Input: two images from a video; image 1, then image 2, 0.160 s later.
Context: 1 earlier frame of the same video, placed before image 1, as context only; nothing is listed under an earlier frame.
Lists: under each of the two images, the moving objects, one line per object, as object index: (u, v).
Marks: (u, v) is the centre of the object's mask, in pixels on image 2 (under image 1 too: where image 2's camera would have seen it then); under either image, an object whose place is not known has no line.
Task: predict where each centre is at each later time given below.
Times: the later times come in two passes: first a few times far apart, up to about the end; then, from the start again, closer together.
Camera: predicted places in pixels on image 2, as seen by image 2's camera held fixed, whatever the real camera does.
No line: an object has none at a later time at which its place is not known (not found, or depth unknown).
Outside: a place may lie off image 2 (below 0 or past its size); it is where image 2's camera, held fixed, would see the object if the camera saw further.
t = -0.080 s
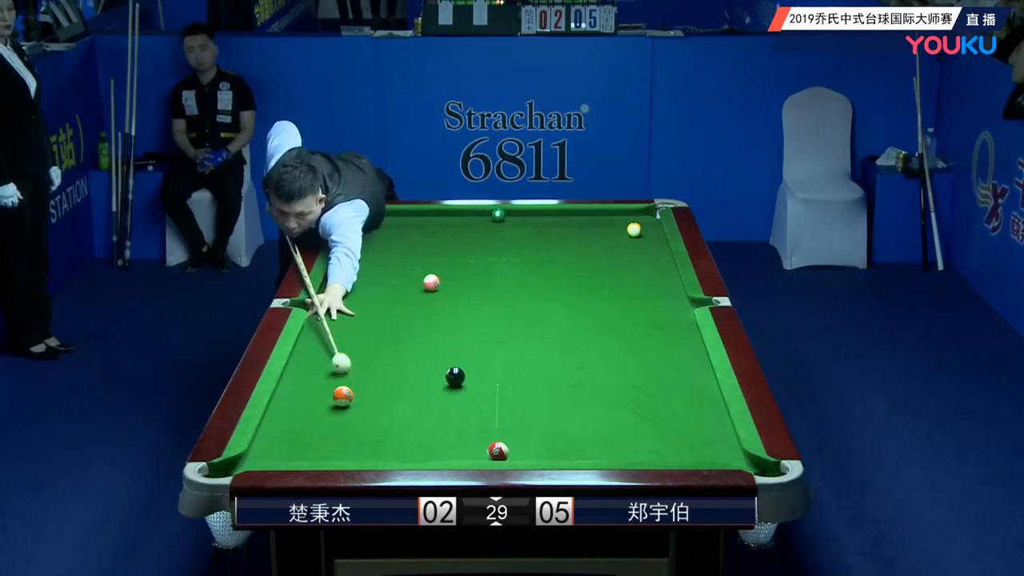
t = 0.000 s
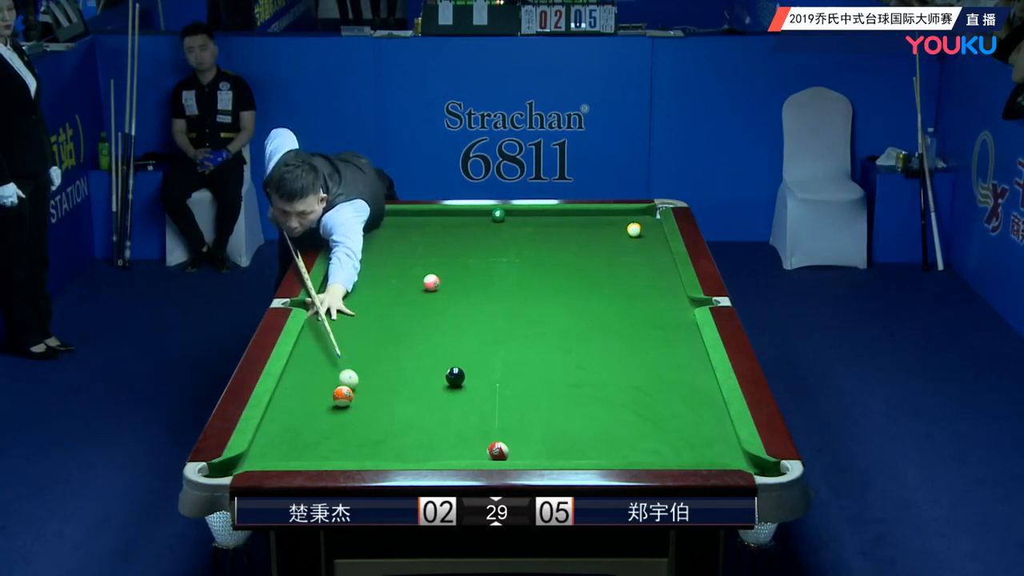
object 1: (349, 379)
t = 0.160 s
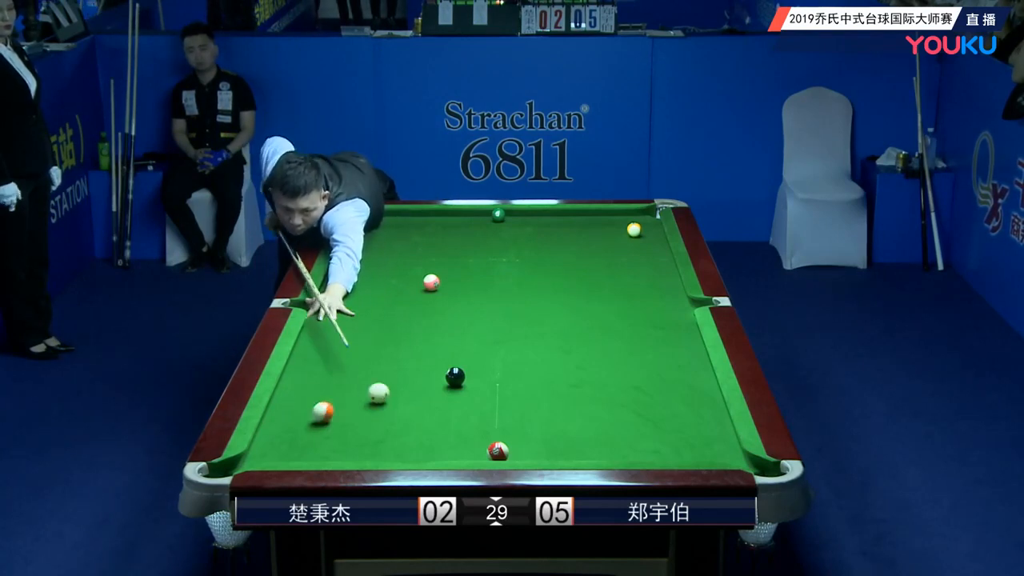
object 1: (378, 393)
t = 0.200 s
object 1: (386, 394)
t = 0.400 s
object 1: (420, 397)
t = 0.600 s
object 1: (453, 400)
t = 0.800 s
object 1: (485, 403)
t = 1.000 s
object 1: (516, 406)
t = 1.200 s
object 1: (547, 409)
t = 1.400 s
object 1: (576, 412)
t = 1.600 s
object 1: (603, 415)
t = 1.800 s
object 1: (630, 417)
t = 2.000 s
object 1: (655, 420)
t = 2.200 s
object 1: (678, 422)
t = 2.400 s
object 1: (700, 424)
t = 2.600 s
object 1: (721, 427)
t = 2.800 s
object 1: (713, 428)
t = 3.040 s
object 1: (702, 429)
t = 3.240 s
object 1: (694, 430)
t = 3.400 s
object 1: (689, 430)
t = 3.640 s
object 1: (684, 431)
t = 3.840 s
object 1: (681, 431)
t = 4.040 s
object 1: (680, 431)
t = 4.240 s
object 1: (680, 431)
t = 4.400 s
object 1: (680, 431)
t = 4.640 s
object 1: (680, 431)
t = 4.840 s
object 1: (680, 431)
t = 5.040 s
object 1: (680, 431)
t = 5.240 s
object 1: (680, 431)
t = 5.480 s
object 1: (680, 431)
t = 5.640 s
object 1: (680, 431)
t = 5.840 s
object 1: (680, 431)
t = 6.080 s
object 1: (681, 431)
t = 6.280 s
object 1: (681, 431)
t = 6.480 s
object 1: (681, 431)
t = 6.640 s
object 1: (681, 431)
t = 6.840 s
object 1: (681, 431)
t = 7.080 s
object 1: (681, 431)
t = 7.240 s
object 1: (681, 431)
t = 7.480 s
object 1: (681, 431)
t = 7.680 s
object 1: (681, 431)
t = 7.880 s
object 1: (681, 431)
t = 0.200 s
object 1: (386, 394)
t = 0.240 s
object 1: (393, 395)
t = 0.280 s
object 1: (399, 395)
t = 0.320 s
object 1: (406, 395)
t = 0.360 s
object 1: (413, 396)
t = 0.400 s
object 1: (420, 397)
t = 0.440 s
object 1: (427, 398)
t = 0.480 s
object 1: (434, 398)
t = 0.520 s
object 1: (440, 399)
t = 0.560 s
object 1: (447, 399)
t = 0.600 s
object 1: (453, 400)
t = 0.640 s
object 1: (460, 401)
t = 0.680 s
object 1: (466, 401)
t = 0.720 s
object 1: (473, 402)
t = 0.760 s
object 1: (479, 403)
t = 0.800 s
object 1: (485, 403)
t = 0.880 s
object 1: (498, 405)
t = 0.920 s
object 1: (504, 405)
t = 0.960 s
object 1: (510, 406)
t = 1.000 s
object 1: (516, 406)
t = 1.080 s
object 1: (529, 408)
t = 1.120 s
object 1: (535, 408)
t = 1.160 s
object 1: (541, 409)
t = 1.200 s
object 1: (547, 409)
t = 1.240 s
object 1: (553, 410)
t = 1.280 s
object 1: (558, 411)
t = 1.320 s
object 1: (564, 411)
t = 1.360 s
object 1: (570, 412)
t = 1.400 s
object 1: (576, 412)
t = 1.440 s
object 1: (581, 413)
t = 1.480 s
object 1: (587, 413)
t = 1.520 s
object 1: (592, 414)
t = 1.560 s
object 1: (598, 414)
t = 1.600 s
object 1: (603, 415)
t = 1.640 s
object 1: (609, 415)
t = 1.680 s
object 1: (614, 415)
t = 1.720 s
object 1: (619, 416)
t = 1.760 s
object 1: (624, 417)
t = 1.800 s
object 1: (630, 417)
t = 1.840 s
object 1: (635, 418)
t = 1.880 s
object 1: (640, 418)
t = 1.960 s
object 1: (650, 419)
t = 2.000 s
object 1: (655, 420)
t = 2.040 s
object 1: (660, 420)
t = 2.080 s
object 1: (664, 421)
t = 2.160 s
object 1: (673, 422)
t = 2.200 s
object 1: (678, 422)
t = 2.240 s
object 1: (683, 423)
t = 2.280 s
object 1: (687, 423)
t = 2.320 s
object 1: (692, 424)
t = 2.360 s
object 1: (696, 424)
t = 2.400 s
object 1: (700, 424)
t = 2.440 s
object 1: (705, 425)
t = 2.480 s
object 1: (708, 425)
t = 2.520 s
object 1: (712, 426)
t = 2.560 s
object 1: (716, 426)
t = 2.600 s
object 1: (721, 427)
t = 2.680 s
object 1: (720, 427)
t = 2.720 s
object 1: (718, 428)
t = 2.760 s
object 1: (715, 428)
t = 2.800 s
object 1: (713, 428)
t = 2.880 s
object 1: (709, 428)
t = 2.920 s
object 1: (707, 428)
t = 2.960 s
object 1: (705, 429)
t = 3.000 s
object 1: (704, 429)
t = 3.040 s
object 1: (702, 429)
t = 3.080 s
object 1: (700, 429)
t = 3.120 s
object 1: (699, 429)
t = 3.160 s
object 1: (697, 429)
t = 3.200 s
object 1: (696, 430)
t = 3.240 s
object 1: (694, 430)
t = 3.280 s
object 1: (693, 430)
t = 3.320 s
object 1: (691, 430)
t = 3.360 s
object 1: (690, 430)
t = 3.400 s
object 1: (689, 430)
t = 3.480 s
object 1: (687, 431)
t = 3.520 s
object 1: (686, 431)
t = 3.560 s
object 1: (686, 431)
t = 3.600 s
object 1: (684, 431)
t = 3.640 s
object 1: (684, 431)
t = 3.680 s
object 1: (683, 431)
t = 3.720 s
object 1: (682, 431)
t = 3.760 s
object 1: (682, 431)
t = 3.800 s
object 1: (682, 431)
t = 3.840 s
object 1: (681, 431)
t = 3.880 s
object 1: (681, 431)
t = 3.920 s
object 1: (681, 431)
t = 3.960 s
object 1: (680, 431)
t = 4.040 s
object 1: (680, 431)
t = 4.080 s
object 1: (680, 431)
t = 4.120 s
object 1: (680, 431)
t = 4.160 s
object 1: (680, 431)
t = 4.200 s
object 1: (680, 431)
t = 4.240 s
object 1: (680, 431)
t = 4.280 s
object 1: (680, 431)
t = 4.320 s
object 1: (680, 431)
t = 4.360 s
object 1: (680, 431)
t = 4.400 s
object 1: (680, 431)
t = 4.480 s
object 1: (680, 431)
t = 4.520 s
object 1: (680, 431)
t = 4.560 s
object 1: (680, 431)
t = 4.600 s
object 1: (680, 431)
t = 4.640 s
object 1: (680, 431)
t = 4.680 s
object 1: (680, 431)
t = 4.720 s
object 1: (680, 431)
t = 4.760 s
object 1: (680, 431)
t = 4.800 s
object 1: (680, 431)
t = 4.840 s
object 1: (680, 431)
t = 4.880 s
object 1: (680, 431)
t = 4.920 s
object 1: (680, 431)
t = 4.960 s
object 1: (680, 431)
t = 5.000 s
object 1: (680, 431)
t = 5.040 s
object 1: (680, 431)
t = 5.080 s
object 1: (680, 431)
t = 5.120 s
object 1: (680, 431)
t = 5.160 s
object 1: (680, 431)
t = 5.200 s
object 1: (680, 431)
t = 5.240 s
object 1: (680, 431)
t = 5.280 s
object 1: (680, 431)
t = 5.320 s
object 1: (680, 431)
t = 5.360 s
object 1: (680, 431)
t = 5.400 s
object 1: (680, 431)
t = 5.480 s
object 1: (680, 431)
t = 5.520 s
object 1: (680, 431)
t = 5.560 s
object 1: (680, 431)
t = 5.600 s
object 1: (680, 431)
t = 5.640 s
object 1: (680, 431)
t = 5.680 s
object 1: (680, 431)
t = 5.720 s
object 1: (680, 431)
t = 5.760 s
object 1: (680, 431)
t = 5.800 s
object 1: (680, 431)
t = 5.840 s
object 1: (680, 431)
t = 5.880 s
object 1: (681, 431)
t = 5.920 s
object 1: (681, 431)
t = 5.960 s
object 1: (681, 431)
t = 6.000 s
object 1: (681, 431)
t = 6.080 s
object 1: (681, 431)
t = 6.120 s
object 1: (681, 431)
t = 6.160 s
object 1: (681, 431)
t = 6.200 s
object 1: (681, 431)
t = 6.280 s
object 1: (681, 431)
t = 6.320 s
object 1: (681, 431)
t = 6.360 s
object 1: (681, 431)
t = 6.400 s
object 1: (681, 431)
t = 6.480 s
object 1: (681, 431)
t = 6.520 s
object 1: (681, 431)
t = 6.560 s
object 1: (681, 431)
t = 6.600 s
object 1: (681, 431)
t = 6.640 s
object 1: (681, 431)
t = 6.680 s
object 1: (681, 431)
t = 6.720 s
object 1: (681, 431)
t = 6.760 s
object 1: (681, 431)
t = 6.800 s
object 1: (681, 431)
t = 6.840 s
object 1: (681, 431)
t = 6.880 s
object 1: (681, 431)
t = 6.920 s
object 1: (681, 431)
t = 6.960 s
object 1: (681, 431)
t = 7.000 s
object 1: (681, 431)
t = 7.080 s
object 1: (681, 431)
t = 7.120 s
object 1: (681, 431)
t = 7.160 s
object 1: (681, 431)
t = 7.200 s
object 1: (681, 431)
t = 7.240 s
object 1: (681, 431)
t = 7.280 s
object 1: (681, 431)
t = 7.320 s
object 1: (681, 431)
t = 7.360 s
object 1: (681, 431)
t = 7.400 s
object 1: (681, 431)
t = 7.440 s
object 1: (681, 431)
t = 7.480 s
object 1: (681, 431)
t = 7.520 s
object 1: (681, 431)
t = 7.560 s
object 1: (681, 431)
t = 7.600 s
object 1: (681, 431)
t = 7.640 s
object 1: (681, 431)
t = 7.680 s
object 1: (681, 431)
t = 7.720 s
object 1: (681, 431)
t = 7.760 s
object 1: (681, 431)
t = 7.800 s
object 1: (681, 431)
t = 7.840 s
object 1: (681, 431)
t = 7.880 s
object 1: (681, 431)
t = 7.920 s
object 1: (681, 431)
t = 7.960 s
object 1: (681, 431)
